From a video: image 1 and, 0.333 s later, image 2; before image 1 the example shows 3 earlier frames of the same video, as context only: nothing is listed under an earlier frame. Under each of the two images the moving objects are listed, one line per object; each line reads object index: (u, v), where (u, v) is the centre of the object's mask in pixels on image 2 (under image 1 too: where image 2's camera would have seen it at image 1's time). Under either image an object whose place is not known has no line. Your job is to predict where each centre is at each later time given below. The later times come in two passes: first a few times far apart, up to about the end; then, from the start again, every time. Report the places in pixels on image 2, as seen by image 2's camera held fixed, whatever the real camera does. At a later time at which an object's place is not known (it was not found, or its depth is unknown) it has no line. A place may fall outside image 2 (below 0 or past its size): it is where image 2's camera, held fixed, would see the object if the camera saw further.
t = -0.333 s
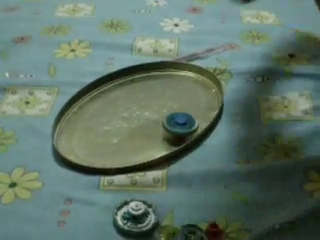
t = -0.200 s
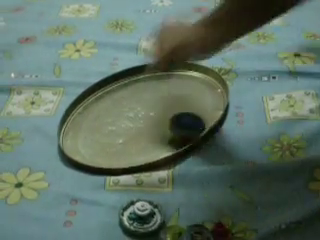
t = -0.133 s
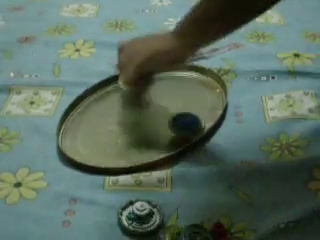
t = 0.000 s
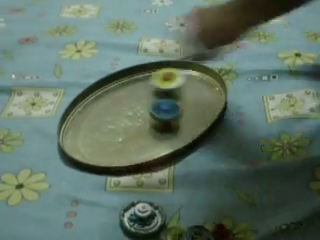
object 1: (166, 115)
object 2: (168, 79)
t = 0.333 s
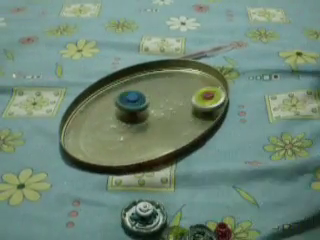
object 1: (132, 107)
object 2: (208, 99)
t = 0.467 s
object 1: (124, 111)
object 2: (203, 106)
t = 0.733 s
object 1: (117, 121)
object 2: (186, 123)
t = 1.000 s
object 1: (119, 132)
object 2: (158, 141)
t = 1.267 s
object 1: (102, 101)
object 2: (136, 132)
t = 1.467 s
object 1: (113, 99)
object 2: (83, 120)
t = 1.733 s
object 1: (132, 104)
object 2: (75, 119)
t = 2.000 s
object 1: (148, 112)
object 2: (78, 110)
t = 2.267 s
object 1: (178, 118)
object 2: (96, 94)
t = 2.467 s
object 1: (189, 118)
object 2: (118, 85)
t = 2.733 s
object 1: (184, 120)
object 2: (154, 80)
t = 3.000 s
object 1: (181, 125)
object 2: (195, 83)
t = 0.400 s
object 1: (127, 108)
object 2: (206, 102)
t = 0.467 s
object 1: (124, 111)
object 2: (203, 106)
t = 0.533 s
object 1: (122, 113)
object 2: (199, 110)
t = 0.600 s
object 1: (119, 115)
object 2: (194, 115)
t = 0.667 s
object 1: (118, 118)
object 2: (190, 119)
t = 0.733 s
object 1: (117, 121)
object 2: (186, 123)
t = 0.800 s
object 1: (116, 124)
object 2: (182, 129)
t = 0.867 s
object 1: (116, 126)
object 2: (179, 133)
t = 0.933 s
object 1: (117, 129)
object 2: (171, 138)
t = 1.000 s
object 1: (119, 132)
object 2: (158, 141)
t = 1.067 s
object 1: (99, 119)
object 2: (159, 144)
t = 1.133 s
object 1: (93, 107)
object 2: (159, 139)
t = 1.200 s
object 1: (98, 102)
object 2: (149, 138)
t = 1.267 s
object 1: (102, 101)
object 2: (136, 132)
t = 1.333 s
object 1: (105, 100)
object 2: (118, 127)
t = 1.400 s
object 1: (109, 99)
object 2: (101, 123)
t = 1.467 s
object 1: (113, 99)
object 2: (83, 120)
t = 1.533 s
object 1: (118, 99)
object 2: (75, 119)
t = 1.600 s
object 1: (122, 101)
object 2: (75, 119)
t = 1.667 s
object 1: (127, 103)
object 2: (75, 119)
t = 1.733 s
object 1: (132, 104)
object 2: (75, 119)
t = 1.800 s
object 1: (137, 106)
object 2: (74, 118)
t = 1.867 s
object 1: (141, 108)
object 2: (76, 116)
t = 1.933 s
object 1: (144, 109)
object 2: (77, 114)
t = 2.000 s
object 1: (148, 112)
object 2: (78, 110)
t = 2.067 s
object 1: (153, 115)
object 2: (82, 107)
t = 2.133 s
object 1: (159, 117)
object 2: (86, 103)
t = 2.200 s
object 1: (169, 119)
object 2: (91, 99)
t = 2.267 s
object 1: (178, 118)
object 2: (96, 94)
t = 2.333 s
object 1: (186, 119)
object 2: (103, 90)
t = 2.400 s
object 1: (192, 119)
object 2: (110, 87)
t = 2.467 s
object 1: (189, 118)
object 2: (118, 85)
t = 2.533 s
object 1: (186, 116)
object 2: (127, 83)
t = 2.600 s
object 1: (183, 116)
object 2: (136, 81)
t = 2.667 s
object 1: (183, 118)
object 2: (145, 80)
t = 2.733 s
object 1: (184, 120)
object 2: (154, 80)
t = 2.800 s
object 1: (185, 121)
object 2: (164, 80)
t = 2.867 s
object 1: (186, 123)
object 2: (175, 80)
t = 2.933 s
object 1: (185, 125)
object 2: (185, 81)
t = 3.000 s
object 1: (181, 125)
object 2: (195, 83)
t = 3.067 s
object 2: (205, 85)
